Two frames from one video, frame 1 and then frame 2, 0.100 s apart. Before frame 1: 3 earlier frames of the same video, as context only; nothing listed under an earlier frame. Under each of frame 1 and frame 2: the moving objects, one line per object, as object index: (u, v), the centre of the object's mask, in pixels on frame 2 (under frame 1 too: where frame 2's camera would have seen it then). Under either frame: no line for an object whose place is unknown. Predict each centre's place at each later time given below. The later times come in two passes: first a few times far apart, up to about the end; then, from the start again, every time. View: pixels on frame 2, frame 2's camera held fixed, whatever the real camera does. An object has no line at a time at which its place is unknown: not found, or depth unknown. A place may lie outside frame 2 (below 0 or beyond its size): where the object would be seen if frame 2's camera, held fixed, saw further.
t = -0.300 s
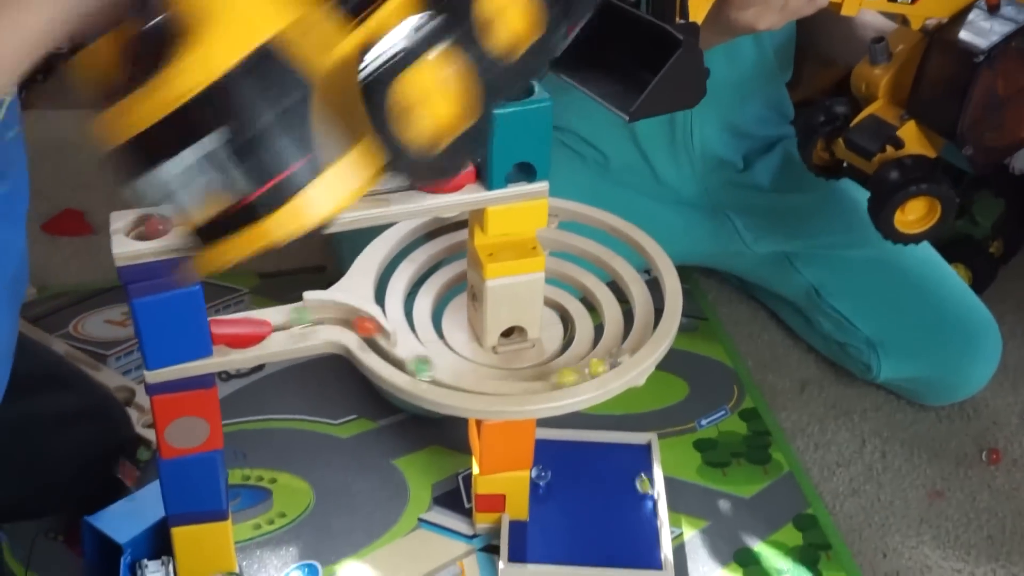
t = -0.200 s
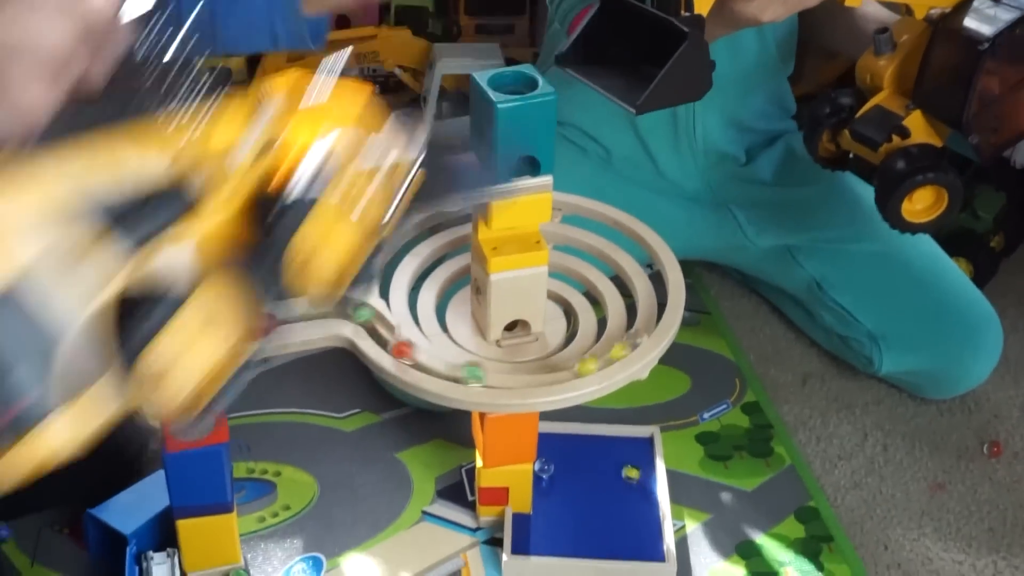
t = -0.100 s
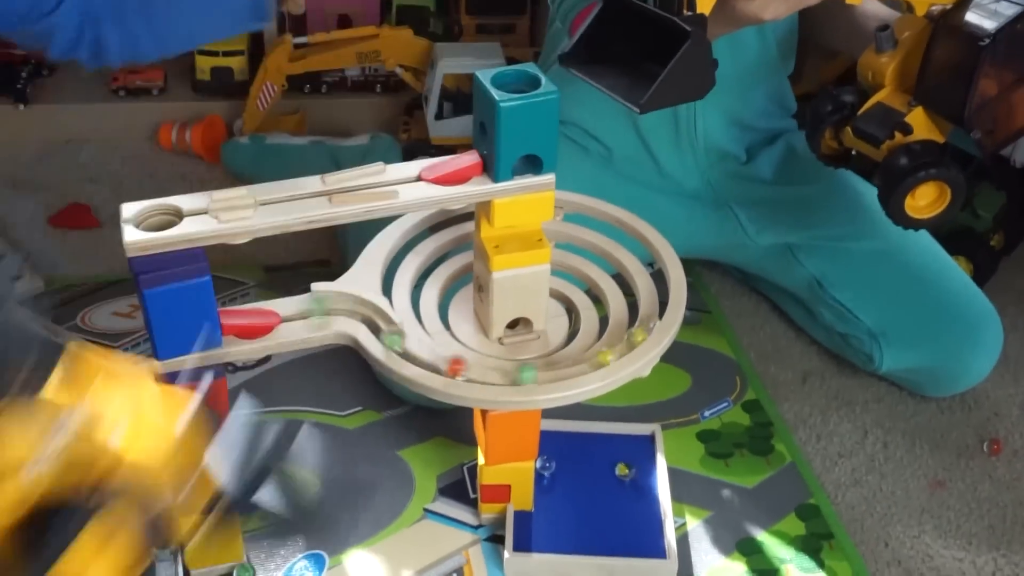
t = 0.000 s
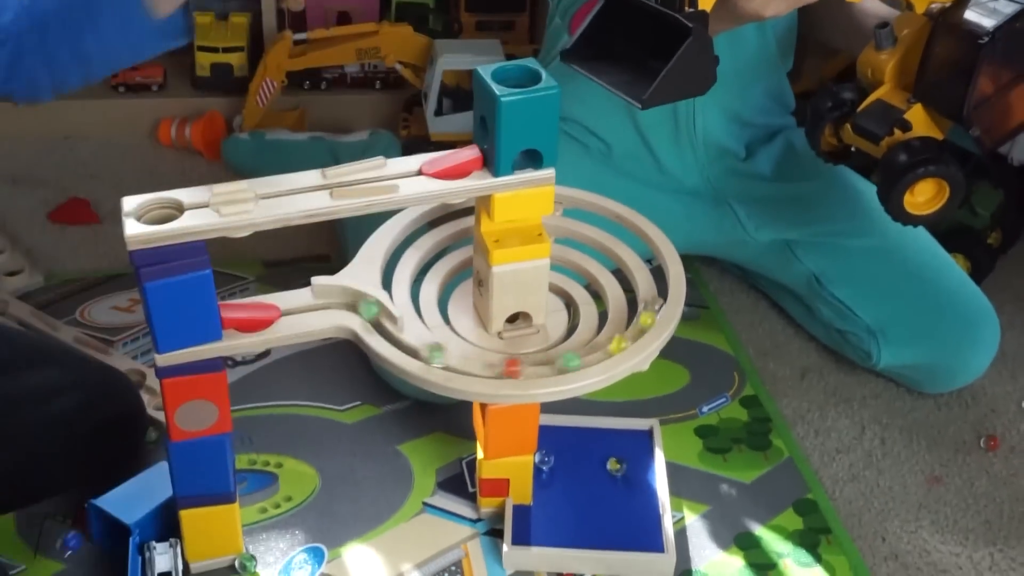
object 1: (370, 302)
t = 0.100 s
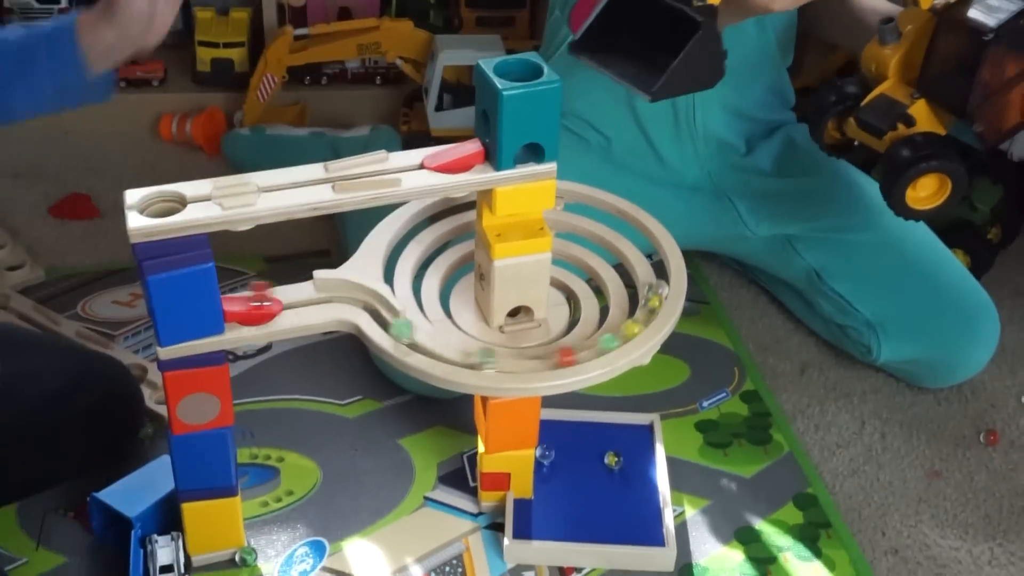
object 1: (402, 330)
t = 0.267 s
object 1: (479, 358)
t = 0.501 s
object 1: (589, 351)
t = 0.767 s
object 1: (644, 316)
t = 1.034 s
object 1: (653, 301)
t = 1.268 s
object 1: (655, 296)
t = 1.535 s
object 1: (655, 295)
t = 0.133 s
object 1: (416, 337)
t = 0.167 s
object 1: (429, 345)
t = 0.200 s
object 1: (444, 350)
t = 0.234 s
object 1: (461, 354)
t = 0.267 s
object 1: (479, 358)
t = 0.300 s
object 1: (495, 360)
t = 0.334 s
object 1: (512, 361)
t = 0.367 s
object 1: (528, 360)
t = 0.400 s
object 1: (544, 361)
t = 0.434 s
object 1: (560, 360)
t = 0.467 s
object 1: (574, 355)
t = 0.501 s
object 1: (589, 351)
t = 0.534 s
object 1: (603, 348)
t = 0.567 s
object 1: (613, 343)
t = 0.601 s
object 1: (623, 335)
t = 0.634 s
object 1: (632, 328)
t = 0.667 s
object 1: (638, 323)
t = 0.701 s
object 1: (641, 320)
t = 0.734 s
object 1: (644, 316)
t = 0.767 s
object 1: (644, 316)
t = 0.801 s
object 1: (645, 314)
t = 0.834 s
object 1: (648, 311)
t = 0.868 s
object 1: (649, 310)
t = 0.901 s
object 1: (649, 308)
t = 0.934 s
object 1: (650, 307)
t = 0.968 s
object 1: (651, 305)
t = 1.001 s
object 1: (651, 303)
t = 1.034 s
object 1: (653, 301)
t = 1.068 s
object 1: (653, 300)
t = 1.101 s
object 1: (653, 299)
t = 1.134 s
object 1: (654, 298)
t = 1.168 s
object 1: (654, 298)
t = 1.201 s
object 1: (654, 297)
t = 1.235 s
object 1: (654, 296)
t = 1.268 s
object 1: (655, 296)
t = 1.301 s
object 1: (655, 295)
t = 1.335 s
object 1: (655, 295)
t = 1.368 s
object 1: (655, 294)
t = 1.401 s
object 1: (655, 295)
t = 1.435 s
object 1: (655, 295)
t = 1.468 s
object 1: (655, 295)
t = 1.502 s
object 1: (655, 296)
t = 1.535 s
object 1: (655, 295)
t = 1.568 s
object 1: (655, 296)
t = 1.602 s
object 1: (655, 296)
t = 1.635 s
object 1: (655, 296)
